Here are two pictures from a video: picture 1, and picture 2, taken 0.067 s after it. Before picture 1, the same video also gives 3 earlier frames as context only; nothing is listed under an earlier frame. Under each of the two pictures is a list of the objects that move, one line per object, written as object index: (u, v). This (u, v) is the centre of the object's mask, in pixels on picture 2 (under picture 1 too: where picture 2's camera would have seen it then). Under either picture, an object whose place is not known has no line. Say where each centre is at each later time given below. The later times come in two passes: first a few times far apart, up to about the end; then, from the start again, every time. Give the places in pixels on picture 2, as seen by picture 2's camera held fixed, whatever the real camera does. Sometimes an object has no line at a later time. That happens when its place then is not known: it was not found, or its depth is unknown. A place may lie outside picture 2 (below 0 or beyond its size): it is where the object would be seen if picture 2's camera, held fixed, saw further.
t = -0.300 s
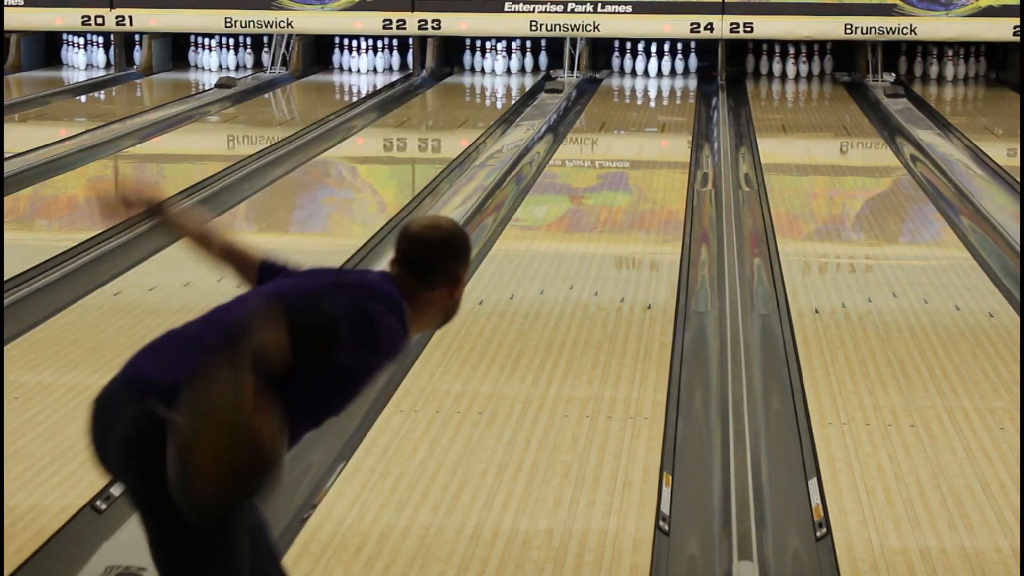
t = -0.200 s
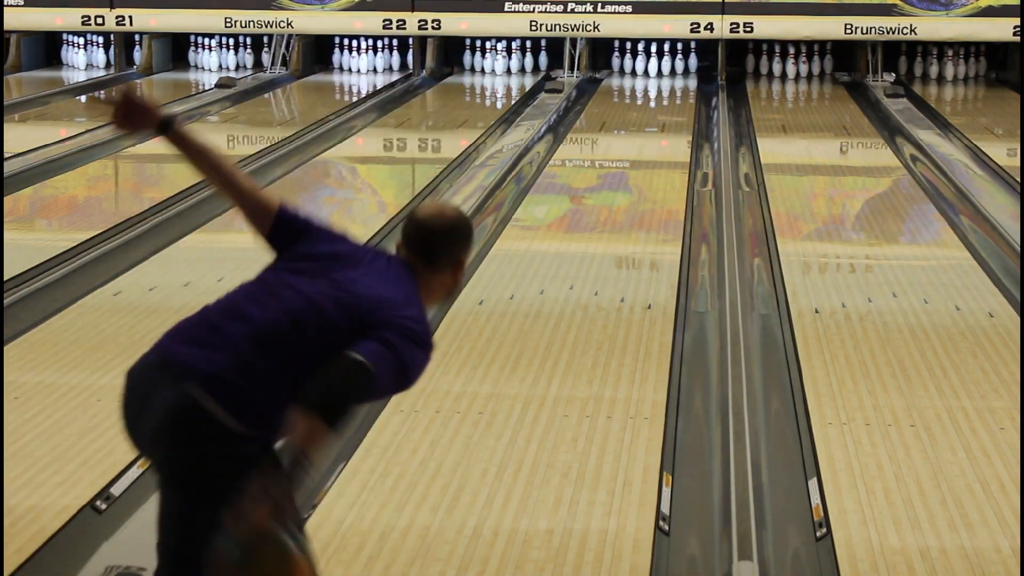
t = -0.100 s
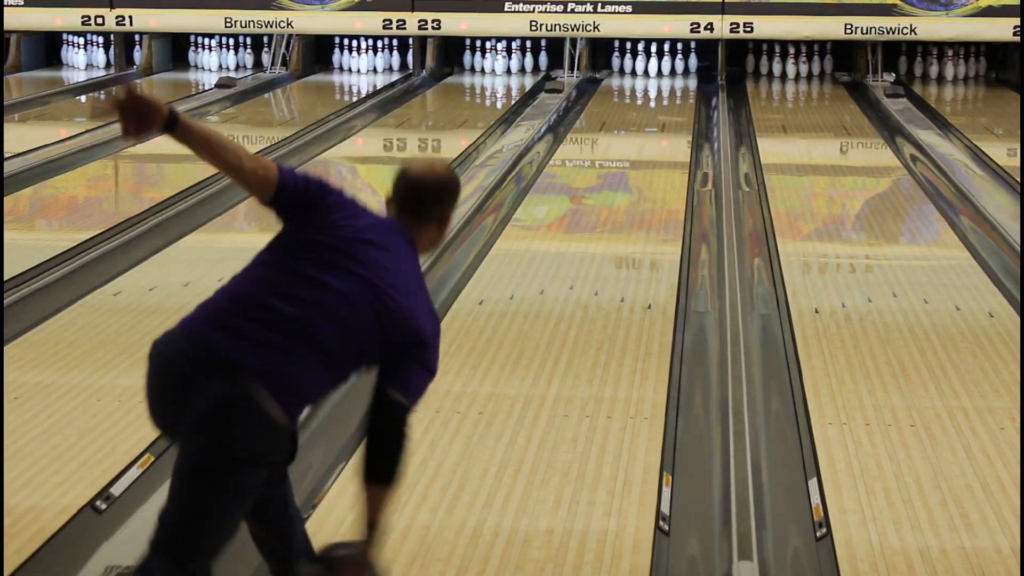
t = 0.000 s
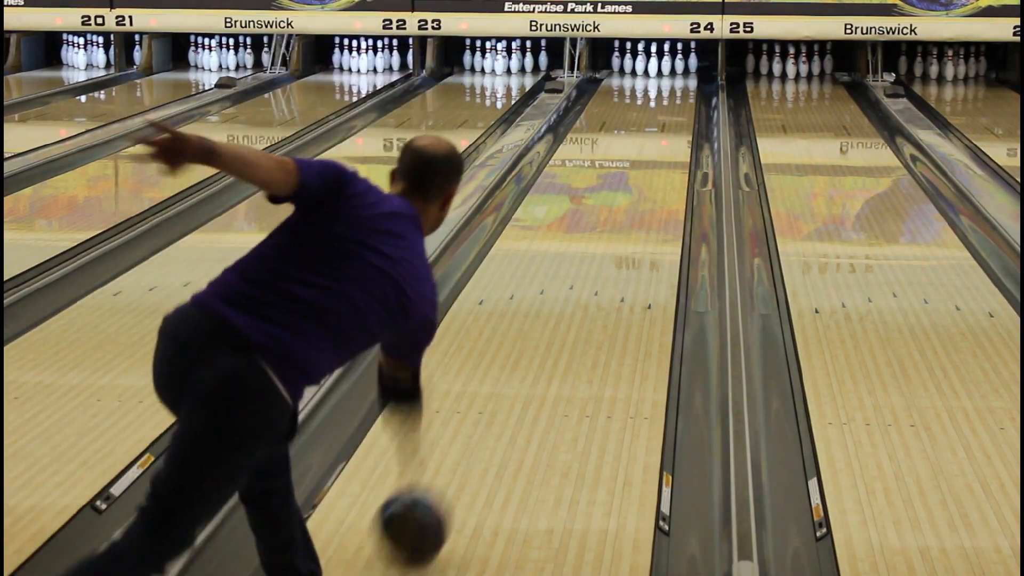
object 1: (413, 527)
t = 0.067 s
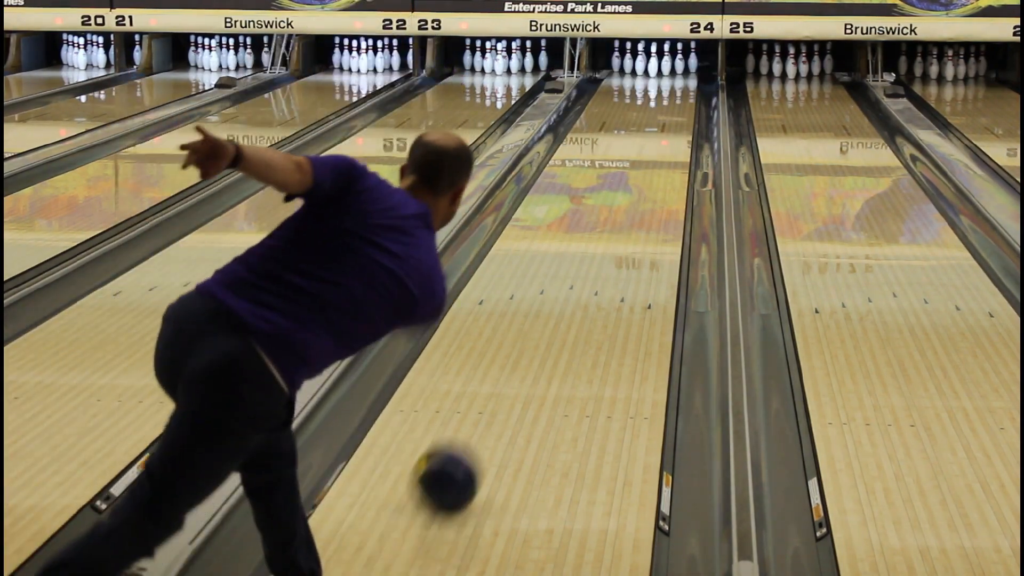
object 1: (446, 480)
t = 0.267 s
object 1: (520, 367)
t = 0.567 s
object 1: (586, 263)
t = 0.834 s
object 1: (621, 205)
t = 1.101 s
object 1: (645, 164)
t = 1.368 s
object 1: (662, 133)
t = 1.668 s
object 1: (673, 107)
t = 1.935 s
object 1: (673, 90)
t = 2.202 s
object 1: (664, 76)
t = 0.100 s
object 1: (461, 457)
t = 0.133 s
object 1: (475, 436)
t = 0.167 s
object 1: (488, 416)
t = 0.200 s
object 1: (499, 398)
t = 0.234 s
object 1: (510, 382)
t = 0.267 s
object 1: (520, 367)
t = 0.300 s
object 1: (529, 353)
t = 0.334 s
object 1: (538, 338)
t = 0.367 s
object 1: (546, 326)
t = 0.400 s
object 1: (554, 314)
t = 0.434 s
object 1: (561, 302)
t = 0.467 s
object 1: (568, 292)
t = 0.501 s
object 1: (574, 281)
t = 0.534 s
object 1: (580, 272)
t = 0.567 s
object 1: (586, 263)
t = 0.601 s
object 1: (591, 255)
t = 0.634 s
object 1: (596, 247)
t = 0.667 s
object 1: (601, 238)
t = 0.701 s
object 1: (605, 231)
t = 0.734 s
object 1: (610, 224)
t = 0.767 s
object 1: (614, 218)
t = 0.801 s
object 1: (618, 212)
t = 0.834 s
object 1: (621, 205)
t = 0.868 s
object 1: (625, 199)
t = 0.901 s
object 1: (628, 194)
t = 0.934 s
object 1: (632, 188)
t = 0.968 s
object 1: (635, 183)
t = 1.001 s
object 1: (638, 178)
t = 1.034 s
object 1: (640, 173)
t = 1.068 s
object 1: (643, 168)
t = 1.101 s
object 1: (645, 164)
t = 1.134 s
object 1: (648, 159)
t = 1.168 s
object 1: (650, 155)
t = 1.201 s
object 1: (652, 151)
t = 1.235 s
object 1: (655, 147)
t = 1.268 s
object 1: (657, 144)
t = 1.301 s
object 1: (659, 140)
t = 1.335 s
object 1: (661, 136)
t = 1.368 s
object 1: (662, 133)
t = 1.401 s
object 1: (664, 130)
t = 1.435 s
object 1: (665, 127)
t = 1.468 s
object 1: (667, 124)
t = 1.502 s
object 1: (668, 120)
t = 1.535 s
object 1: (669, 118)
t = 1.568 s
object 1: (670, 116)
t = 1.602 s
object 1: (671, 113)
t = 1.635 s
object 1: (672, 110)
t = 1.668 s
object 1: (673, 107)
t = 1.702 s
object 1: (674, 105)
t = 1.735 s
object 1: (674, 103)
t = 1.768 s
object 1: (675, 100)
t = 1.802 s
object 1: (674, 98)
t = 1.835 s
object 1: (674, 96)
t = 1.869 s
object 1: (674, 93)
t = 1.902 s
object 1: (674, 92)
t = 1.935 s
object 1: (673, 90)
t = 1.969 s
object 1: (672, 87)
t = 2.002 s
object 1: (671, 86)
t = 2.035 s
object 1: (671, 84)
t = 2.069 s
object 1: (669, 82)
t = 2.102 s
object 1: (668, 81)
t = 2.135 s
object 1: (667, 79)
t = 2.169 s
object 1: (666, 77)
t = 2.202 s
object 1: (664, 76)
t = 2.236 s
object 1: (662, 75)
